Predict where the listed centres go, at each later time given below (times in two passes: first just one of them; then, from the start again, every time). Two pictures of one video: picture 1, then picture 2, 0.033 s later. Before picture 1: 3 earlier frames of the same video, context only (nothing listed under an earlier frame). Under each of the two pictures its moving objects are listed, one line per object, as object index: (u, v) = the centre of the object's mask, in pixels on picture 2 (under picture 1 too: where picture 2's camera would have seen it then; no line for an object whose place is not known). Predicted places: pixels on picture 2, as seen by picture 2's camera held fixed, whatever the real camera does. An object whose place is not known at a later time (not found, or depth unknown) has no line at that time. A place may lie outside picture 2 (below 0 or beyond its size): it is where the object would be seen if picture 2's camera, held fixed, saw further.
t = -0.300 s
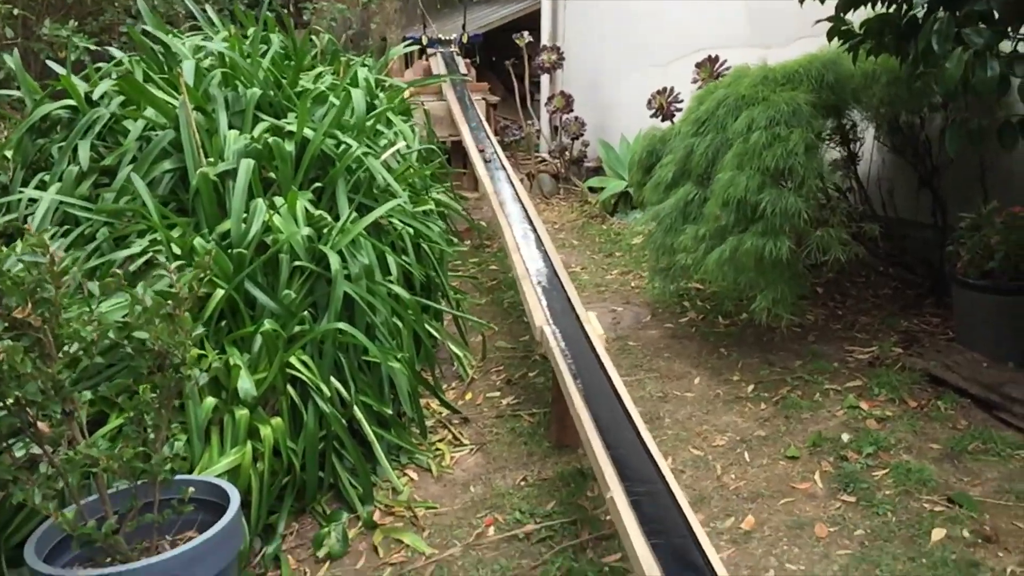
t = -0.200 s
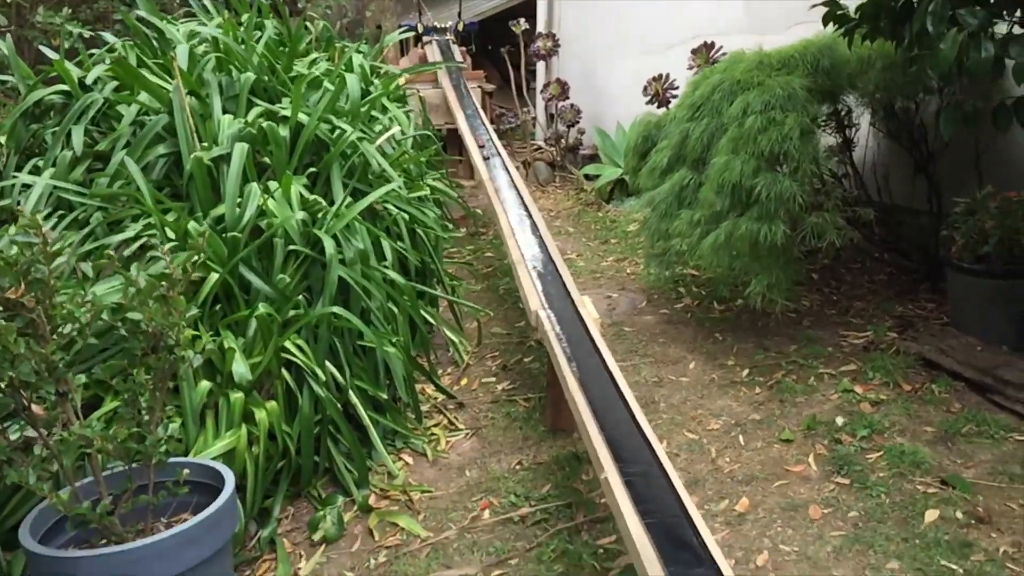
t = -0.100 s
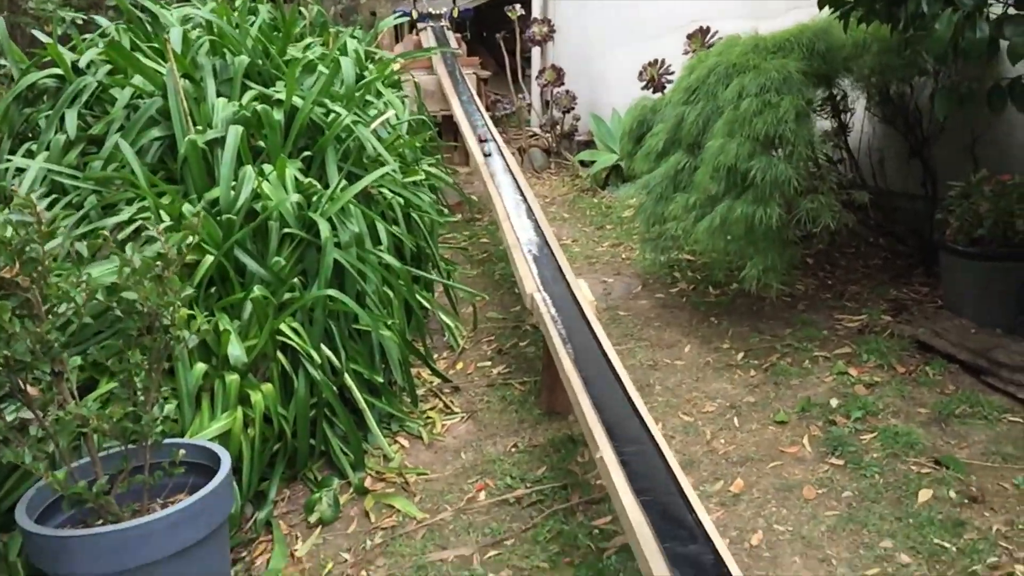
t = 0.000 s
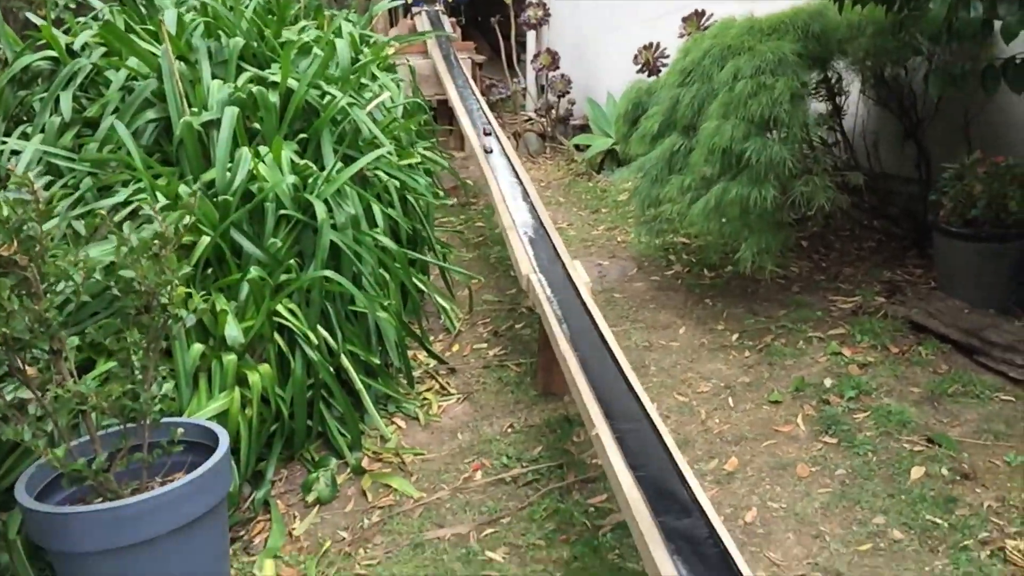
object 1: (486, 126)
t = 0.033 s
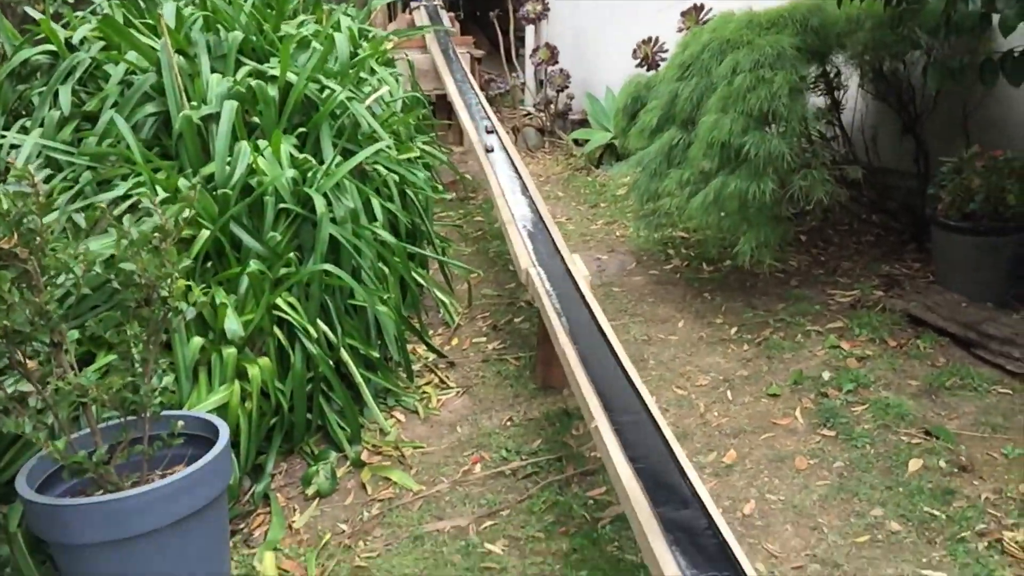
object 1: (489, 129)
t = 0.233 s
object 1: (503, 153)
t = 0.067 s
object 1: (492, 133)
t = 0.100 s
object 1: (495, 136)
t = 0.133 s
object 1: (497, 140)
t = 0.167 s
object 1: (499, 145)
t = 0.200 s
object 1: (501, 149)
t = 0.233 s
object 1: (503, 153)
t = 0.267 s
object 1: (505, 158)
